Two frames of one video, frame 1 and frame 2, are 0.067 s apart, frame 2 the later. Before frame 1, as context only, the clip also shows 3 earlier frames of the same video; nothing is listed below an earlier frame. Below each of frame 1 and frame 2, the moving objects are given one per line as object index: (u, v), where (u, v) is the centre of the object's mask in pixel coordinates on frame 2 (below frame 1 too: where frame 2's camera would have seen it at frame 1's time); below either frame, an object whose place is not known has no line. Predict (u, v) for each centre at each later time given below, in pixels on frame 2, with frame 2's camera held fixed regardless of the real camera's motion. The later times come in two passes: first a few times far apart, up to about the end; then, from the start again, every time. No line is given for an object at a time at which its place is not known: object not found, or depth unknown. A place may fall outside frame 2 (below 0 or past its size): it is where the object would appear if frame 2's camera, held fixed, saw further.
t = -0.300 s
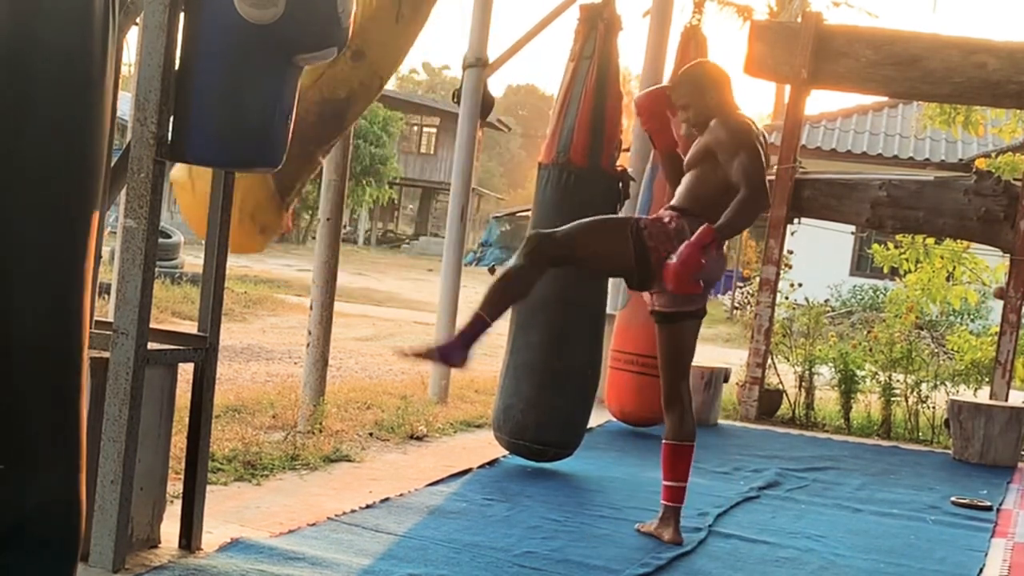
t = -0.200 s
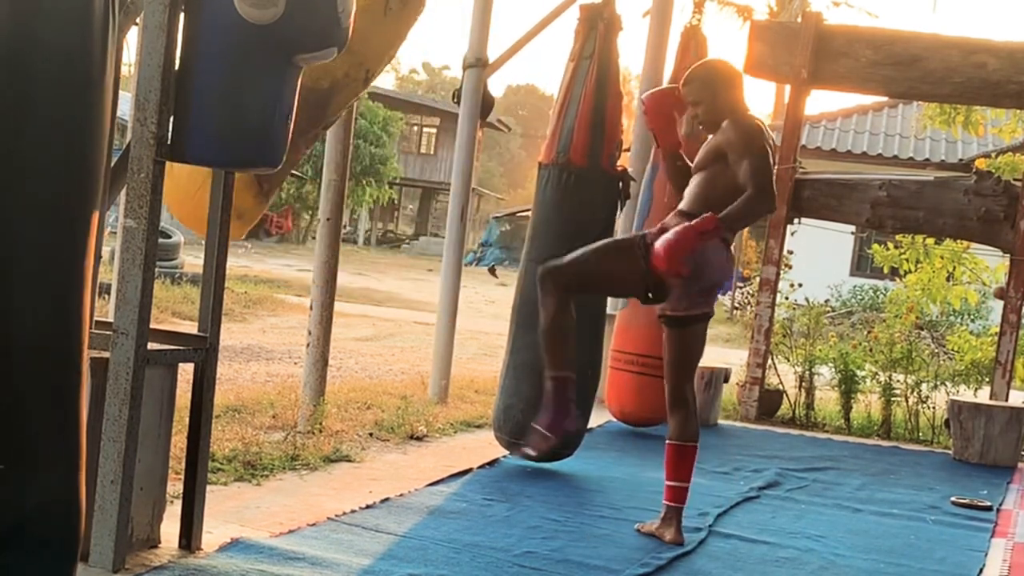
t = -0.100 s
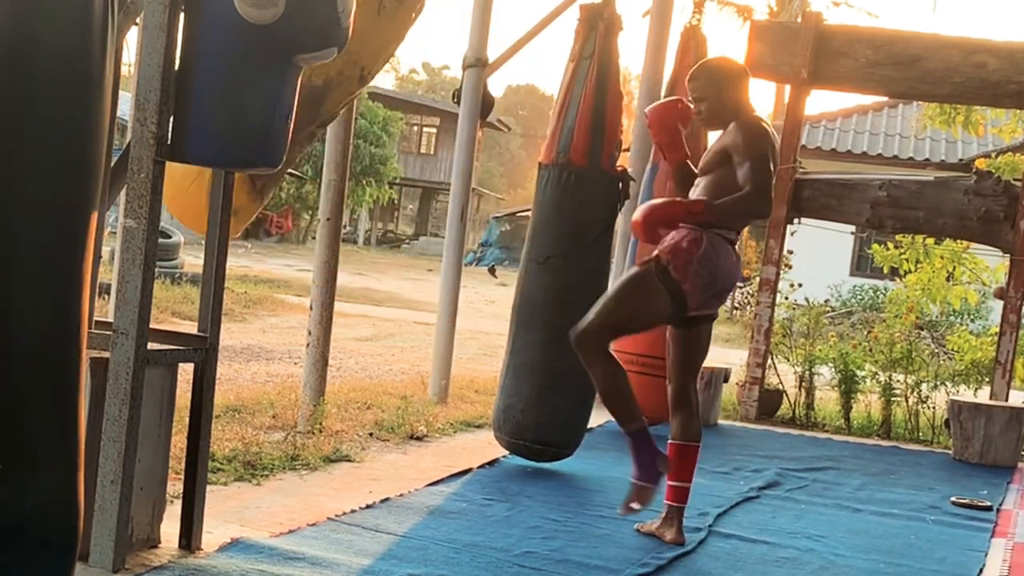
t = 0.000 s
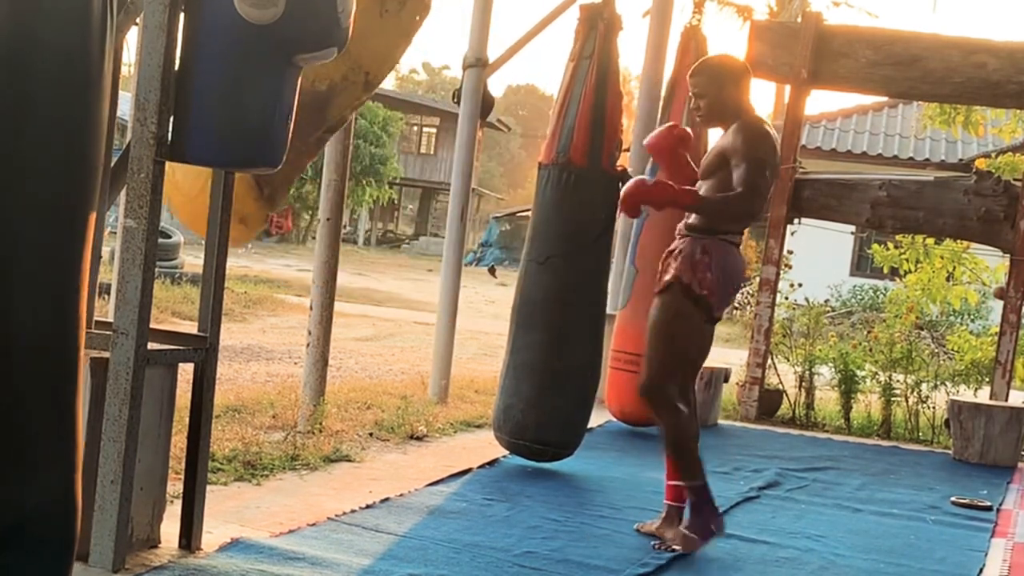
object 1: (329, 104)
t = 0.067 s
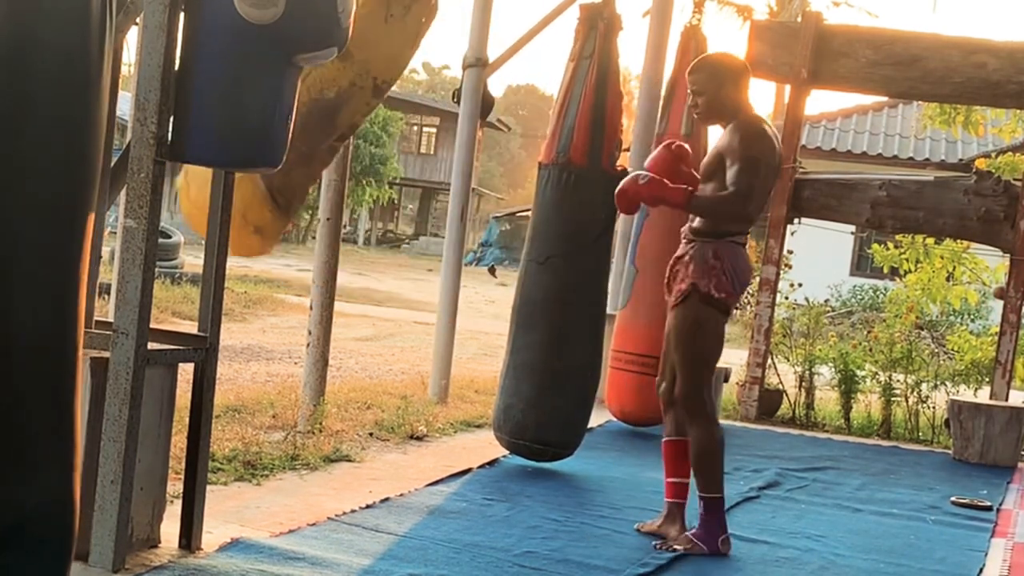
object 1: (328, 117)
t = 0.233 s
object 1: (351, 142)
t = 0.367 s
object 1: (409, 158)
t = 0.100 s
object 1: (330, 123)
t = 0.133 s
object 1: (332, 129)
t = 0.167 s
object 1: (336, 135)
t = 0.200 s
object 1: (341, 139)
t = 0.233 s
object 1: (351, 142)
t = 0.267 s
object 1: (364, 145)
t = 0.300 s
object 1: (378, 150)
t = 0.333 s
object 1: (392, 156)
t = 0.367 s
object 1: (409, 158)
